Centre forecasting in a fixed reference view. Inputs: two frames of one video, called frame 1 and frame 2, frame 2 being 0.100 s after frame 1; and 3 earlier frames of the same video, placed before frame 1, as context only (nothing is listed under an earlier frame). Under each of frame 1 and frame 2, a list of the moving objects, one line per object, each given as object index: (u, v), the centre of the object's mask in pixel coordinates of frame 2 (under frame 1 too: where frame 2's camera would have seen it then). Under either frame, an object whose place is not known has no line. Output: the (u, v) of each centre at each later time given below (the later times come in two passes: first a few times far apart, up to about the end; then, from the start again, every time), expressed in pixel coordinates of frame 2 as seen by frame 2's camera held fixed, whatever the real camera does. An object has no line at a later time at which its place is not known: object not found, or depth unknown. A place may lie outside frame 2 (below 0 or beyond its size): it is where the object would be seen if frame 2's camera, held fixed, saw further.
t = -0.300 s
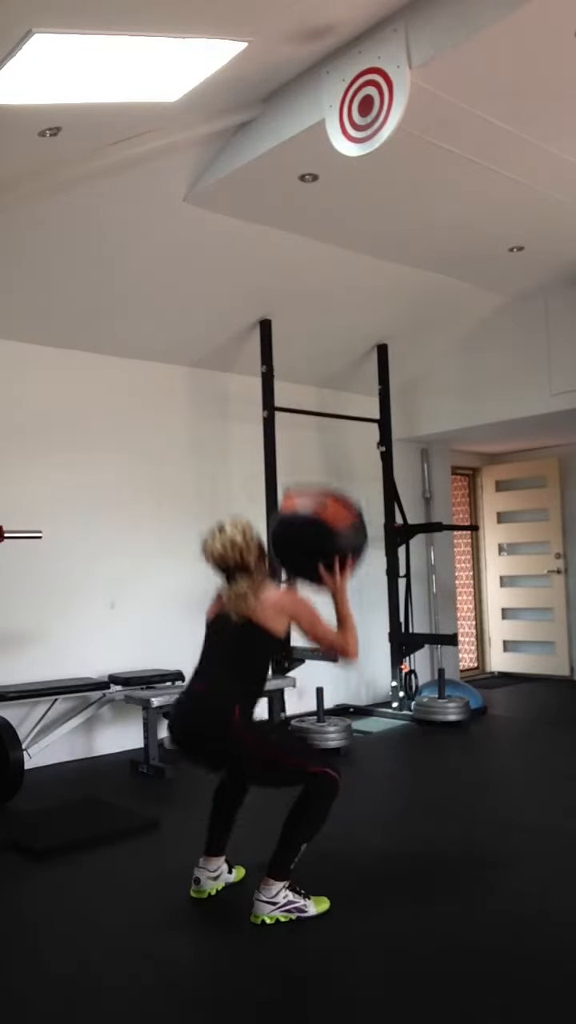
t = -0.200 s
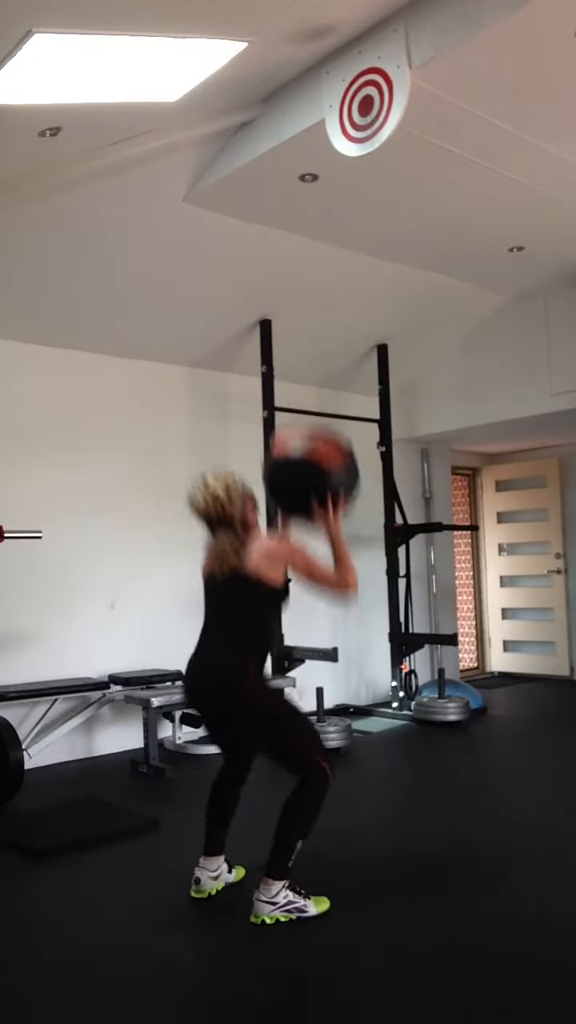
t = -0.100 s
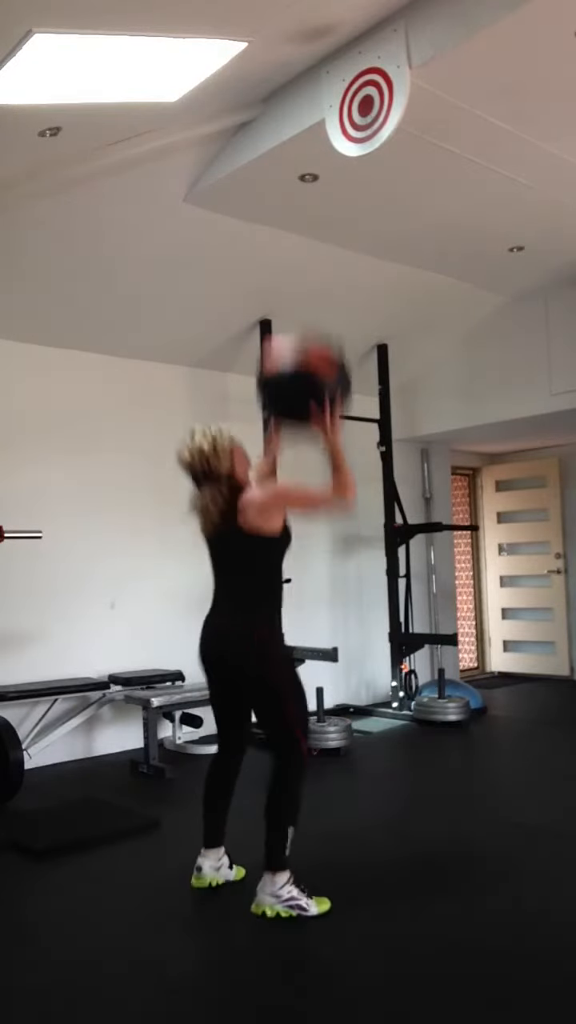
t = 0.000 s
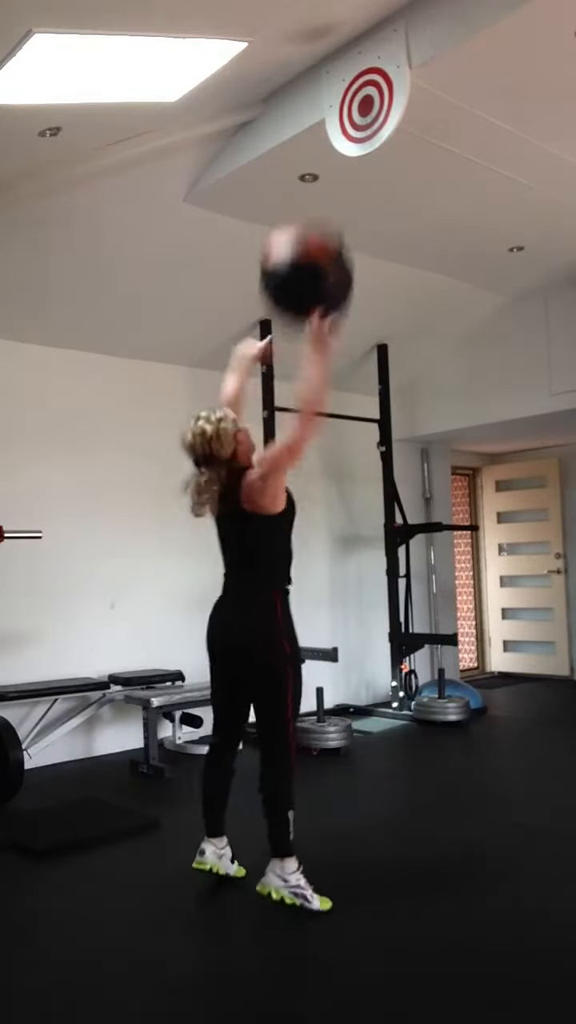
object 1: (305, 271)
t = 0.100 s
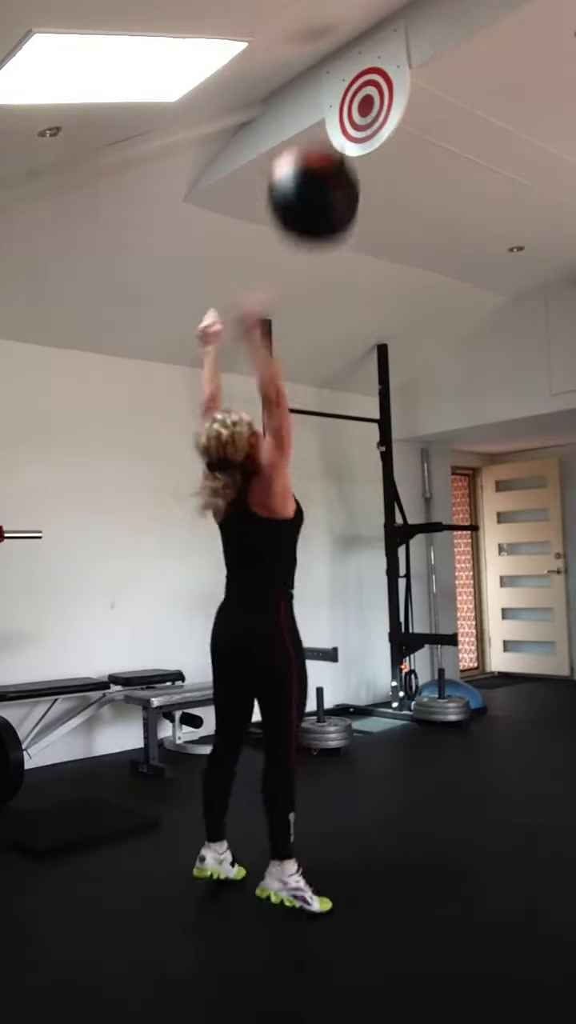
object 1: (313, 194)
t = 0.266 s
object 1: (327, 120)
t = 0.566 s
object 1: (308, 140)
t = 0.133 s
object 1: (315, 174)
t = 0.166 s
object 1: (317, 155)
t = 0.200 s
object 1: (320, 141)
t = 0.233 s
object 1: (324, 129)
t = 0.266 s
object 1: (327, 120)
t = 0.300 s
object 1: (331, 114)
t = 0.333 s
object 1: (334, 110)
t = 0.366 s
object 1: (331, 107)
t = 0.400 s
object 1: (328, 106)
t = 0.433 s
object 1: (324, 107)
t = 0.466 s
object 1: (320, 111)
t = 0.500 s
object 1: (315, 118)
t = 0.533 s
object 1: (311, 127)
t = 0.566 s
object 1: (308, 140)
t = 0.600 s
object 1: (305, 155)
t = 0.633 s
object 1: (302, 173)
